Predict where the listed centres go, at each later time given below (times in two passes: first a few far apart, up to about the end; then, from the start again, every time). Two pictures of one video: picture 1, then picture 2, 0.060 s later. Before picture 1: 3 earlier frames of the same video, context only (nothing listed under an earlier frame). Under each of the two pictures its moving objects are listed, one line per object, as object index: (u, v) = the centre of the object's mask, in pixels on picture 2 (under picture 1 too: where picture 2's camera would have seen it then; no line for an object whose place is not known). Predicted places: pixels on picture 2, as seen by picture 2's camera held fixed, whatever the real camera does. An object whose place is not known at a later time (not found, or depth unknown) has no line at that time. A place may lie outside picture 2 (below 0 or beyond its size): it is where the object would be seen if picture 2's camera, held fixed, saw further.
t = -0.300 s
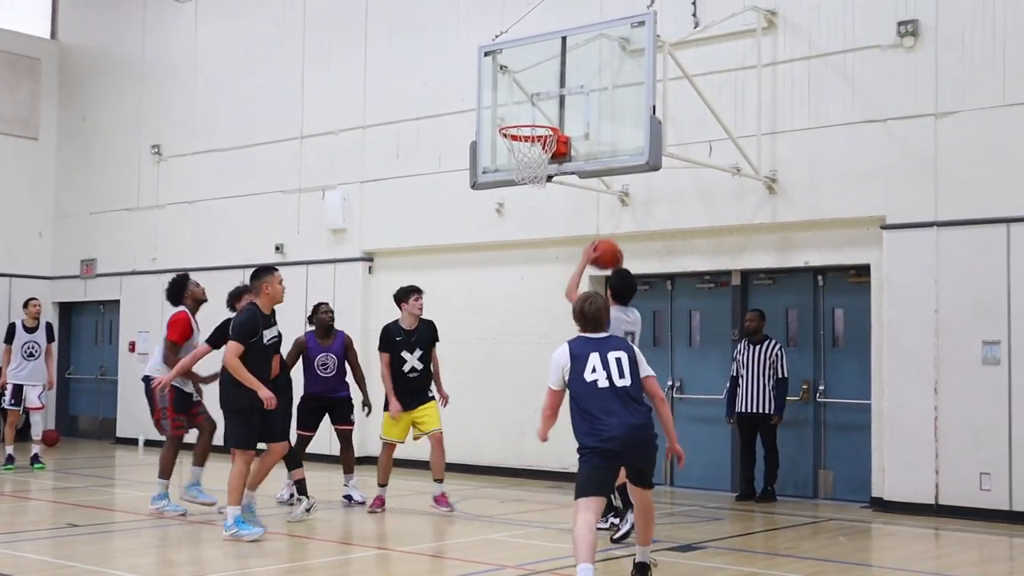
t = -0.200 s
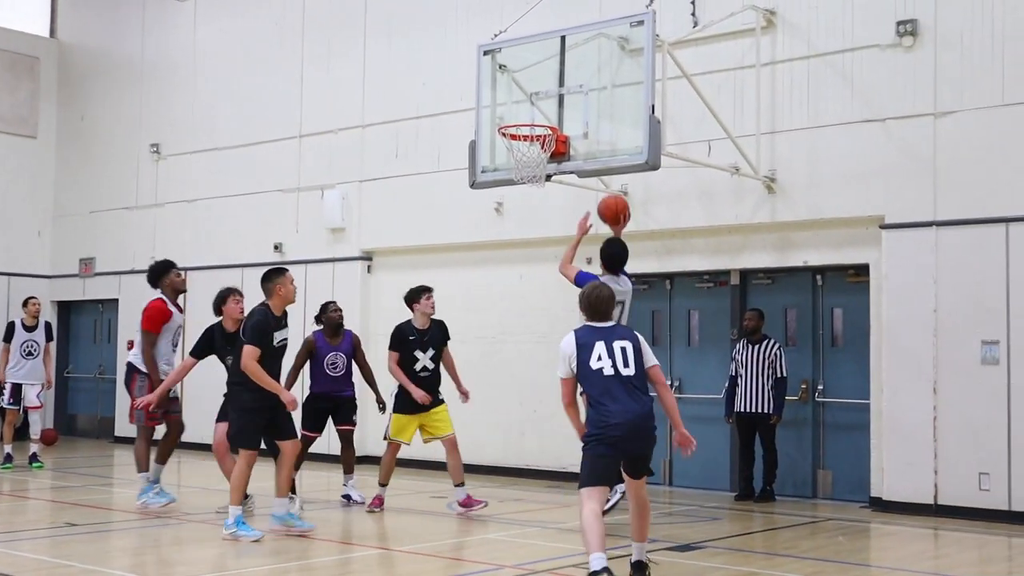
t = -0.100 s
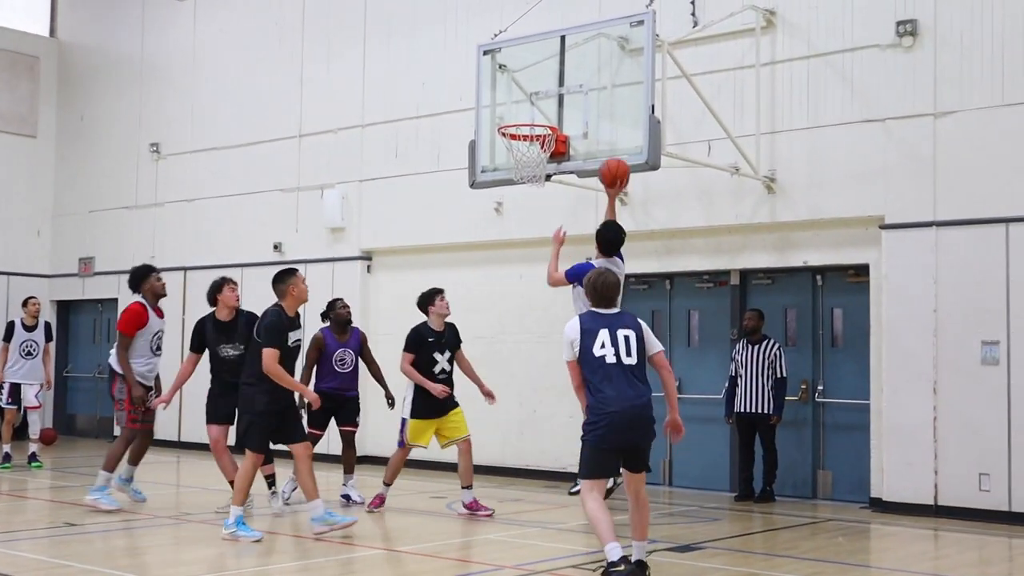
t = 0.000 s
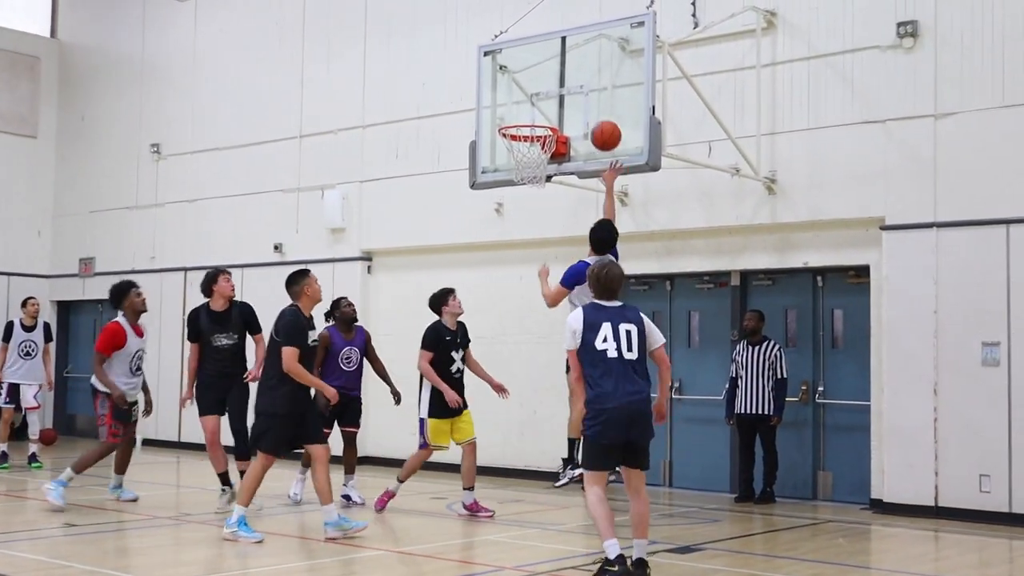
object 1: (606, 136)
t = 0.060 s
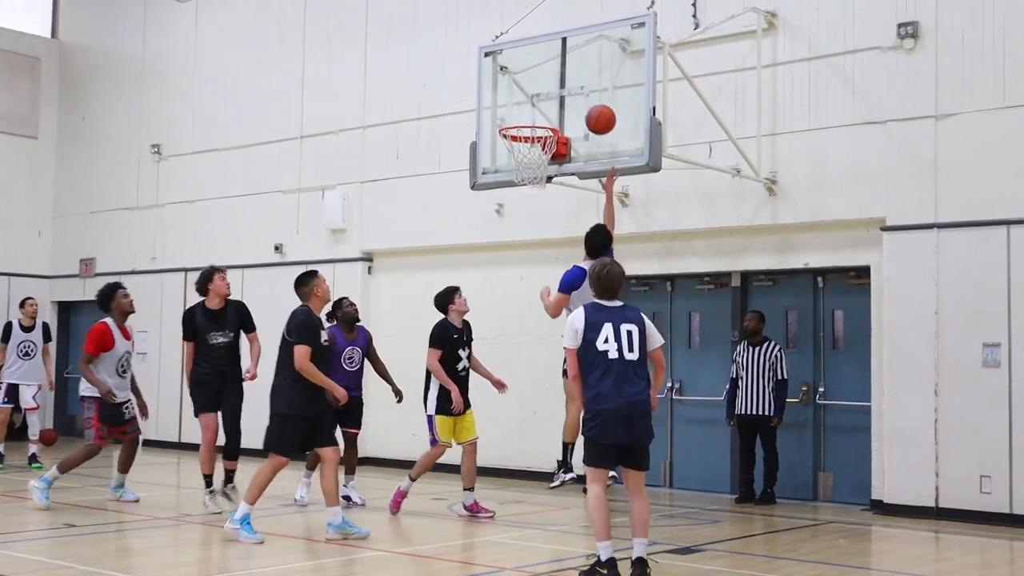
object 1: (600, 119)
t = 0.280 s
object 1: (570, 99)
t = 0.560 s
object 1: (517, 154)
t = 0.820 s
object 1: (518, 198)
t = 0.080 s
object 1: (599, 115)
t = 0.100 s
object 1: (597, 111)
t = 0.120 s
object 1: (595, 107)
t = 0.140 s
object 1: (593, 105)
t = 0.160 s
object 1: (591, 102)
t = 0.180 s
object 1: (589, 101)
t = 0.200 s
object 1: (585, 99)
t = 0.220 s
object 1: (582, 98)
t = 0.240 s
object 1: (578, 98)
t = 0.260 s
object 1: (574, 98)
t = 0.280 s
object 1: (570, 99)
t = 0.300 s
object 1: (566, 100)
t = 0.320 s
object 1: (562, 102)
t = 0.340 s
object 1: (559, 104)
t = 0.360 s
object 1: (555, 107)
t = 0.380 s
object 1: (551, 110)
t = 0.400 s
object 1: (547, 113)
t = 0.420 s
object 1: (543, 116)
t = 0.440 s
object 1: (539, 118)
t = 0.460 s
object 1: (535, 121)
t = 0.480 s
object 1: (531, 132)
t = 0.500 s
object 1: (527, 140)
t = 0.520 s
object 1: (522, 145)
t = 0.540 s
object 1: (519, 150)
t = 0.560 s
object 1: (517, 154)
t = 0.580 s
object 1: (516, 158)
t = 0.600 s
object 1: (516, 160)
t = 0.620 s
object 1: (515, 162)
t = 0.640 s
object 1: (515, 164)
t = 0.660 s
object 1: (515, 167)
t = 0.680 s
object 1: (515, 169)
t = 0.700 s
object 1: (517, 174)
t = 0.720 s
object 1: (516, 176)
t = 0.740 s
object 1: (517, 179)
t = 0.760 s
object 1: (517, 183)
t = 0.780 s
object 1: (517, 187)
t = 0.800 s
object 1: (517, 192)
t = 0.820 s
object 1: (518, 198)
